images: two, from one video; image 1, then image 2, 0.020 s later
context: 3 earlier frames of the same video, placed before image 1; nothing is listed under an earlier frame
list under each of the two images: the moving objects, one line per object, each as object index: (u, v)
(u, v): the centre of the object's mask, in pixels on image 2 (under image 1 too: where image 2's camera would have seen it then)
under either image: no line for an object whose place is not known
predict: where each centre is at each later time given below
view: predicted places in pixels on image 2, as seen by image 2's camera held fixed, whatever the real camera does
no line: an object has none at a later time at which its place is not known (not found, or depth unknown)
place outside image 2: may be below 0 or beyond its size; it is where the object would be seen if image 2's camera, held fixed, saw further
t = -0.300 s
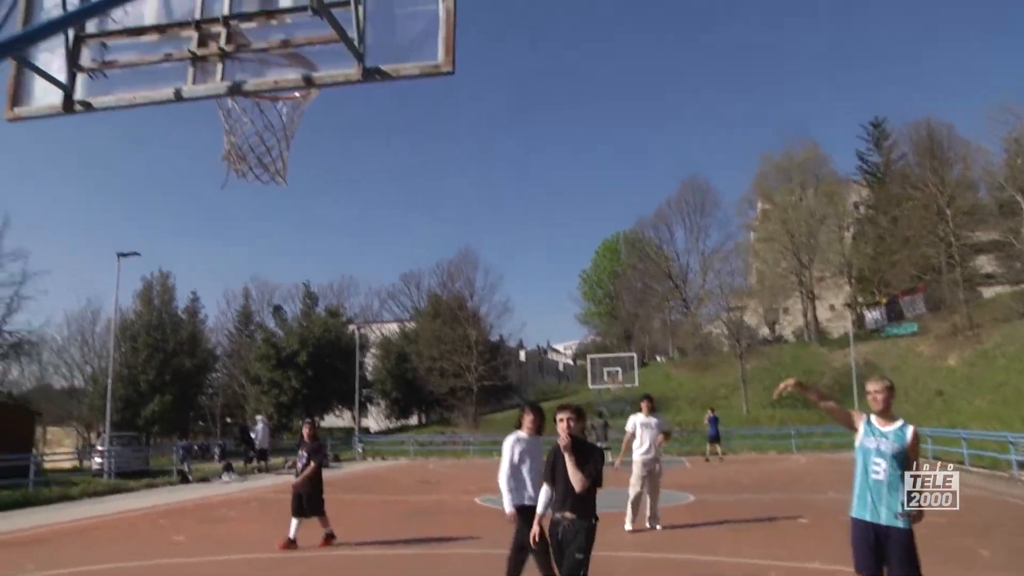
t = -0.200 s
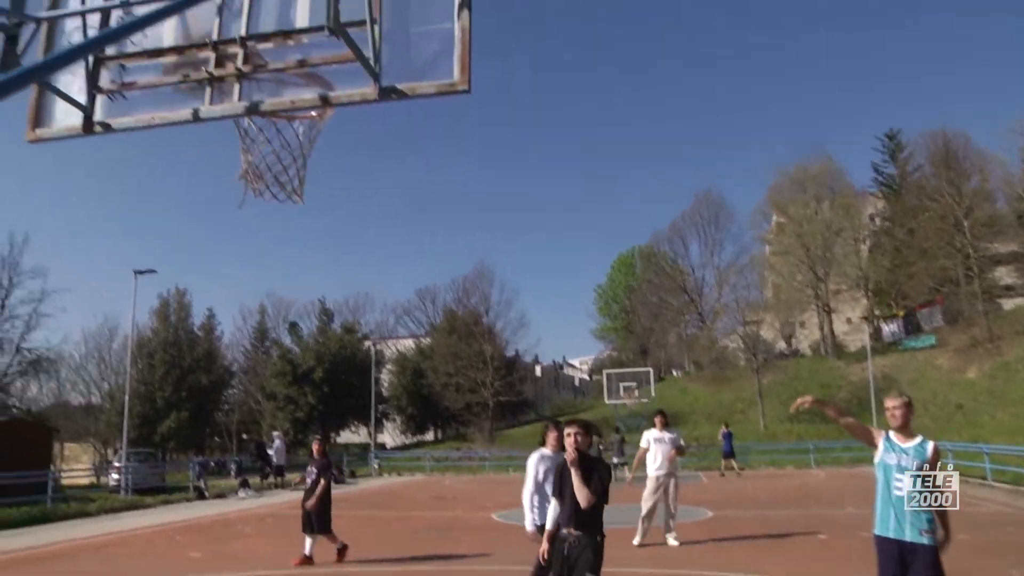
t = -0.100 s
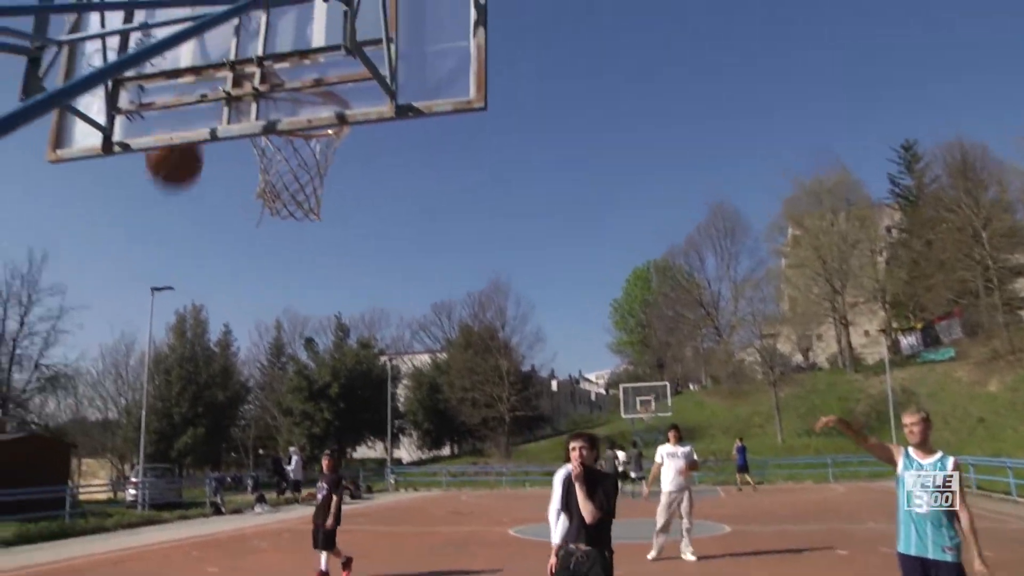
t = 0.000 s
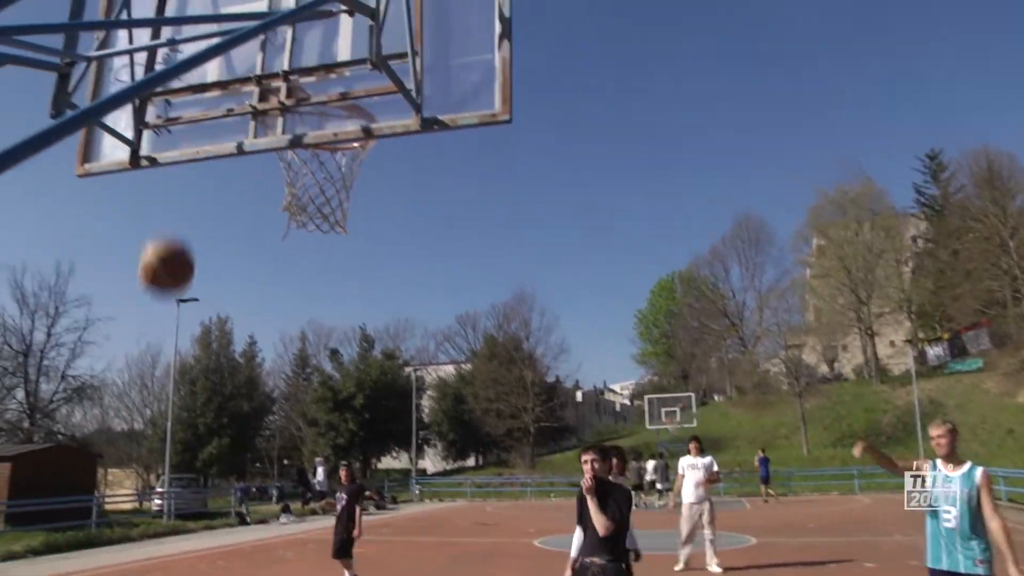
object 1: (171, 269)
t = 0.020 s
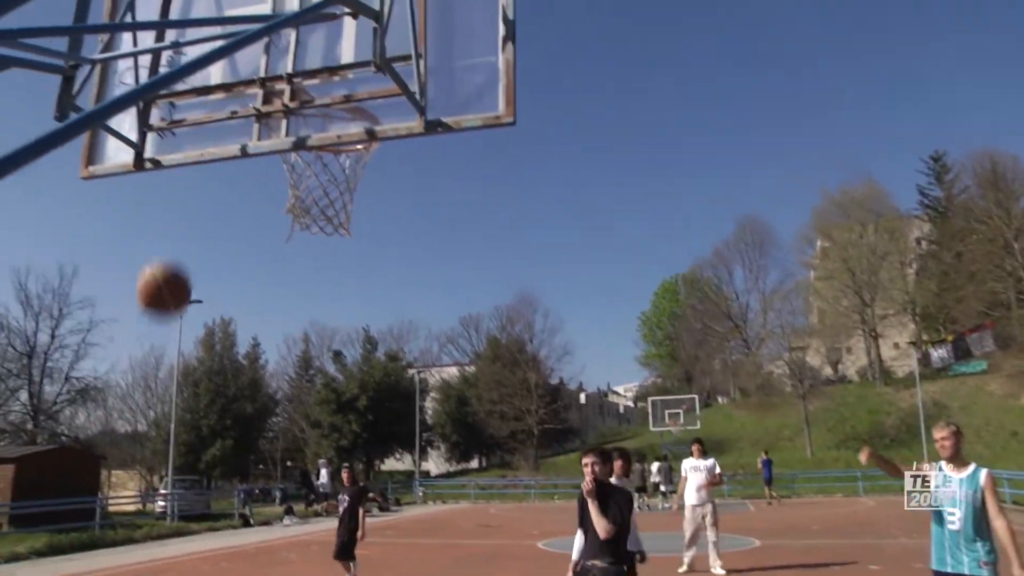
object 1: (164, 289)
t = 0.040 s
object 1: (156, 310)
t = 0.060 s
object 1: (149, 332)
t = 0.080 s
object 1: (142, 356)
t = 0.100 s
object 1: (135, 379)
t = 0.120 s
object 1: (127, 405)
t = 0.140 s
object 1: (119, 432)
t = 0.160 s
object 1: (110, 457)
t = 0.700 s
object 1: (73, 468)
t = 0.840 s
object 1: (77, 402)
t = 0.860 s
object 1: (78, 397)
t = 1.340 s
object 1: (82, 434)
